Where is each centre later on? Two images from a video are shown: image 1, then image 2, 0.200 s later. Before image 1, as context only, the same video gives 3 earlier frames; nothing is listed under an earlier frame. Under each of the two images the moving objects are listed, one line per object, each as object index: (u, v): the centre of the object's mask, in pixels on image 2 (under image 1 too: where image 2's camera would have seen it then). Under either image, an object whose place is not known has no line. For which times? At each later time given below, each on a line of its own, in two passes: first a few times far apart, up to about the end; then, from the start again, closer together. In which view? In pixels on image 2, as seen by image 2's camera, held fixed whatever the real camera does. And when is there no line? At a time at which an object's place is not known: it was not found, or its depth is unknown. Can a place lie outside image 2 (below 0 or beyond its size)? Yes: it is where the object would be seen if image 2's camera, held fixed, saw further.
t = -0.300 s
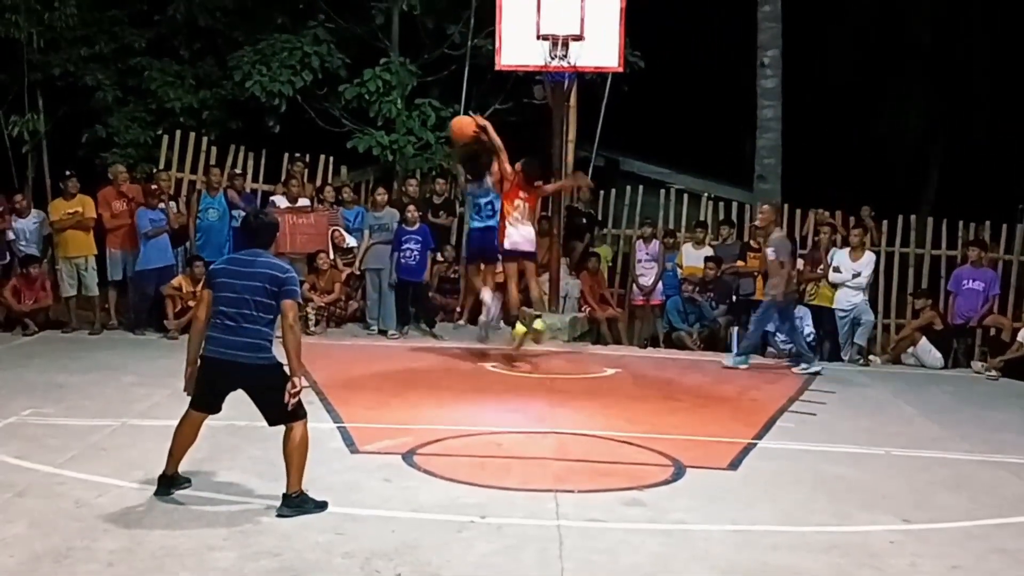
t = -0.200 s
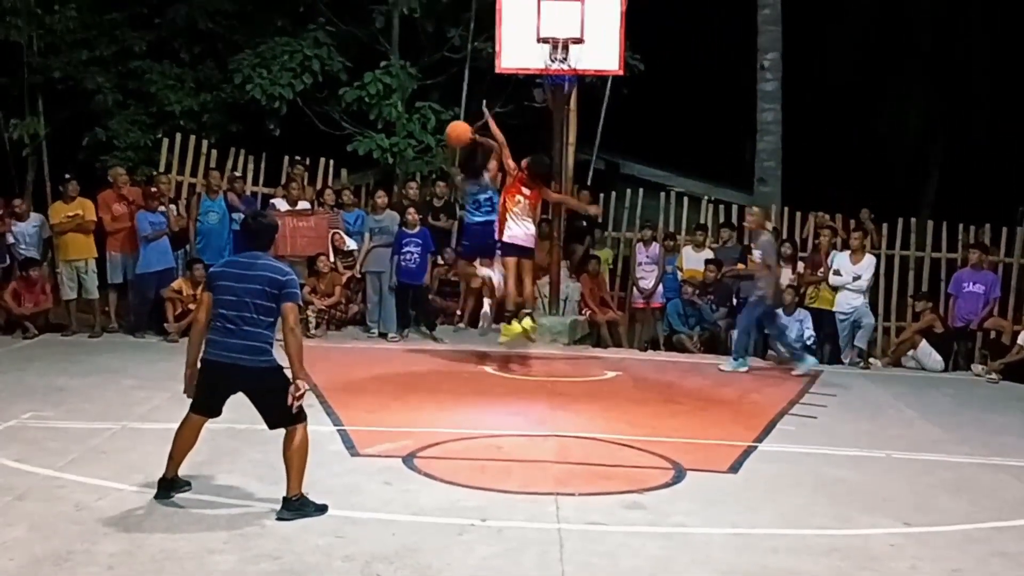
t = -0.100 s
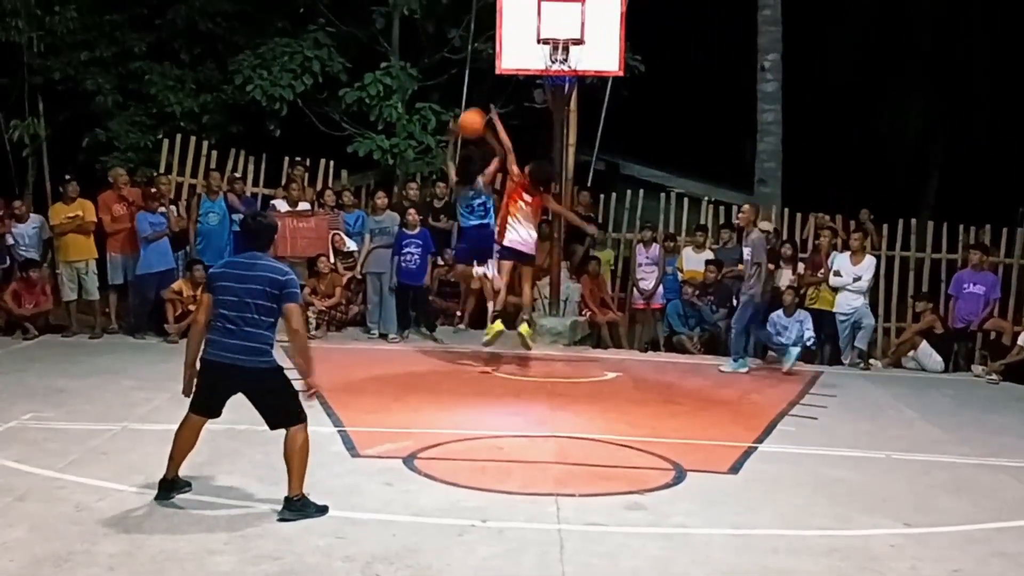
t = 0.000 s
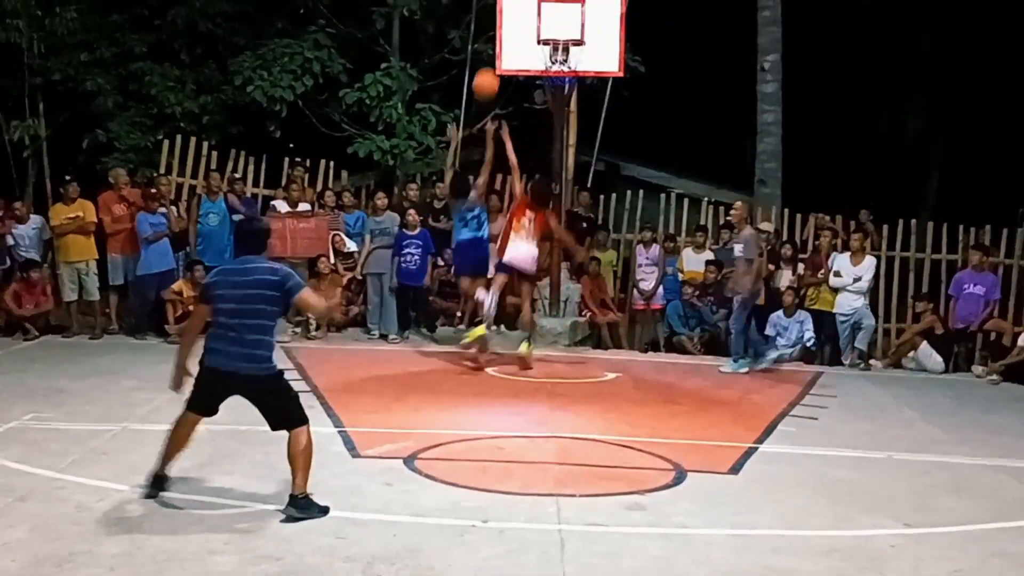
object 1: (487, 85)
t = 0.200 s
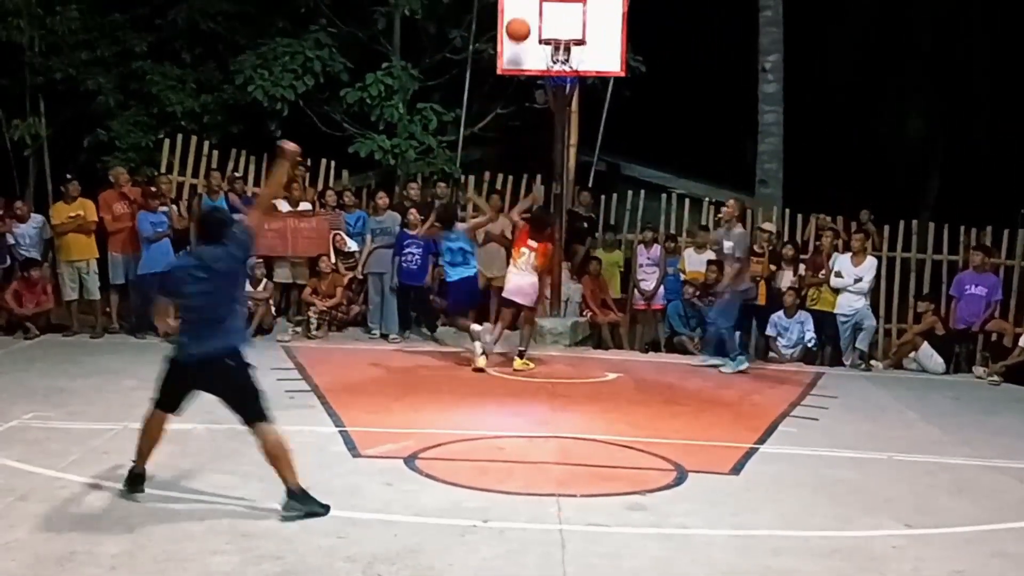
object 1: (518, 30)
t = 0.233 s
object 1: (523, 25)
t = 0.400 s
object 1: (543, 23)
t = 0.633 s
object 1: (560, 31)
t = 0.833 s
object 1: (565, 53)
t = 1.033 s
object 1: (565, 84)
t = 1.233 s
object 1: (560, 136)
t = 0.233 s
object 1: (523, 25)
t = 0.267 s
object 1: (528, 22)
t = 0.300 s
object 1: (532, 22)
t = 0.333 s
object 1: (537, 21)
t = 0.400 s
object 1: (543, 23)
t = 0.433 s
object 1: (545, 25)
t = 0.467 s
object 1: (547, 28)
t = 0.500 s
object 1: (549, 29)
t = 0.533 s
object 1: (552, 27)
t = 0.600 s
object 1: (557, 30)
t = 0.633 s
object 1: (560, 31)
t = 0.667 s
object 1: (563, 34)
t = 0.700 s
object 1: (564, 34)
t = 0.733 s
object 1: (564, 35)
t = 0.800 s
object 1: (565, 50)
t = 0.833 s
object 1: (565, 53)
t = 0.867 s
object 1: (566, 59)
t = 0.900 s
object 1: (565, 65)
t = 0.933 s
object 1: (565, 68)
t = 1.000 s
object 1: (566, 80)
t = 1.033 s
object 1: (565, 84)
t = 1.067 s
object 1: (565, 89)
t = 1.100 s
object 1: (563, 96)
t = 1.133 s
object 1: (563, 105)
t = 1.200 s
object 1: (562, 125)
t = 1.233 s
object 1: (560, 136)
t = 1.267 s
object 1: (559, 149)
